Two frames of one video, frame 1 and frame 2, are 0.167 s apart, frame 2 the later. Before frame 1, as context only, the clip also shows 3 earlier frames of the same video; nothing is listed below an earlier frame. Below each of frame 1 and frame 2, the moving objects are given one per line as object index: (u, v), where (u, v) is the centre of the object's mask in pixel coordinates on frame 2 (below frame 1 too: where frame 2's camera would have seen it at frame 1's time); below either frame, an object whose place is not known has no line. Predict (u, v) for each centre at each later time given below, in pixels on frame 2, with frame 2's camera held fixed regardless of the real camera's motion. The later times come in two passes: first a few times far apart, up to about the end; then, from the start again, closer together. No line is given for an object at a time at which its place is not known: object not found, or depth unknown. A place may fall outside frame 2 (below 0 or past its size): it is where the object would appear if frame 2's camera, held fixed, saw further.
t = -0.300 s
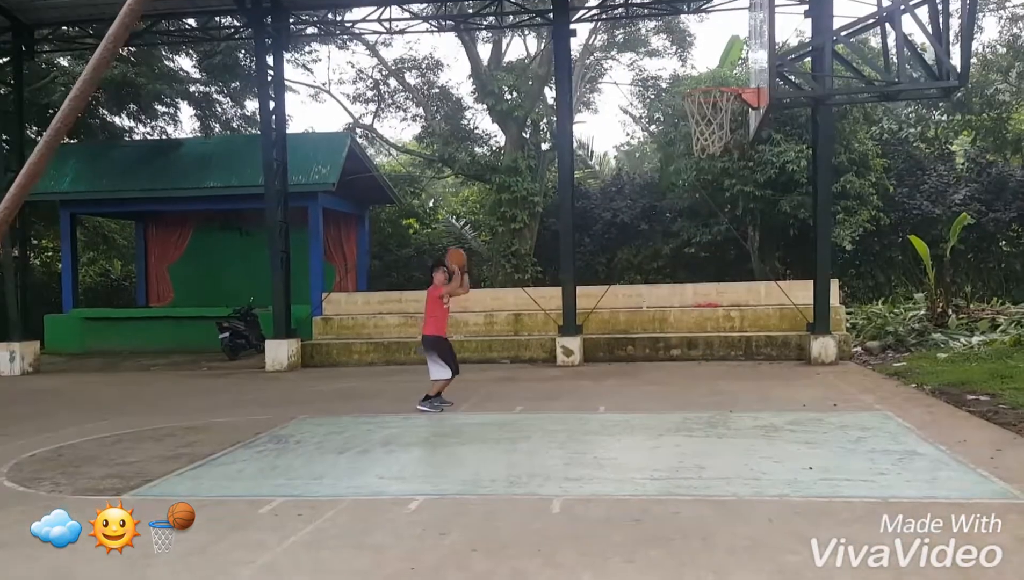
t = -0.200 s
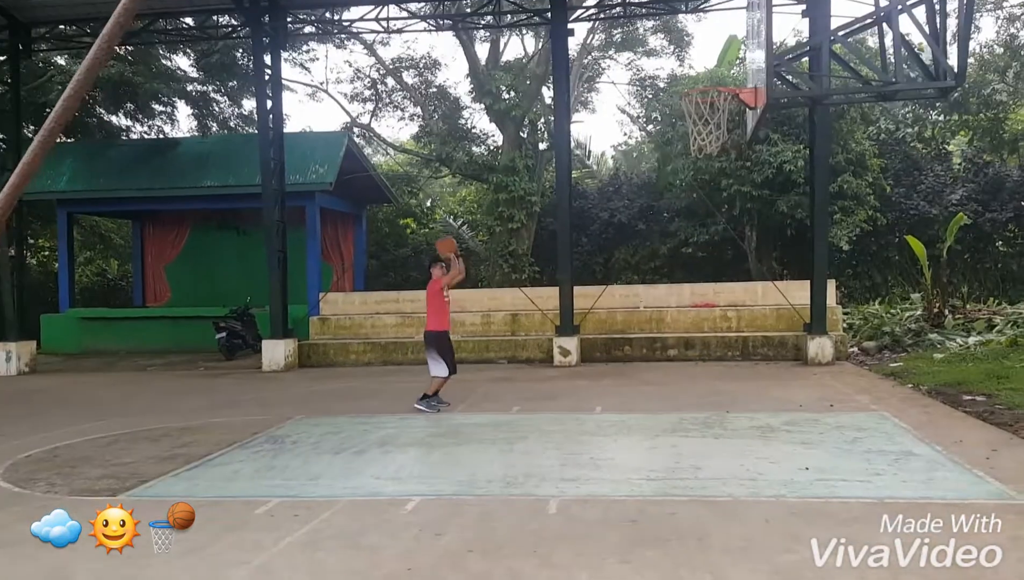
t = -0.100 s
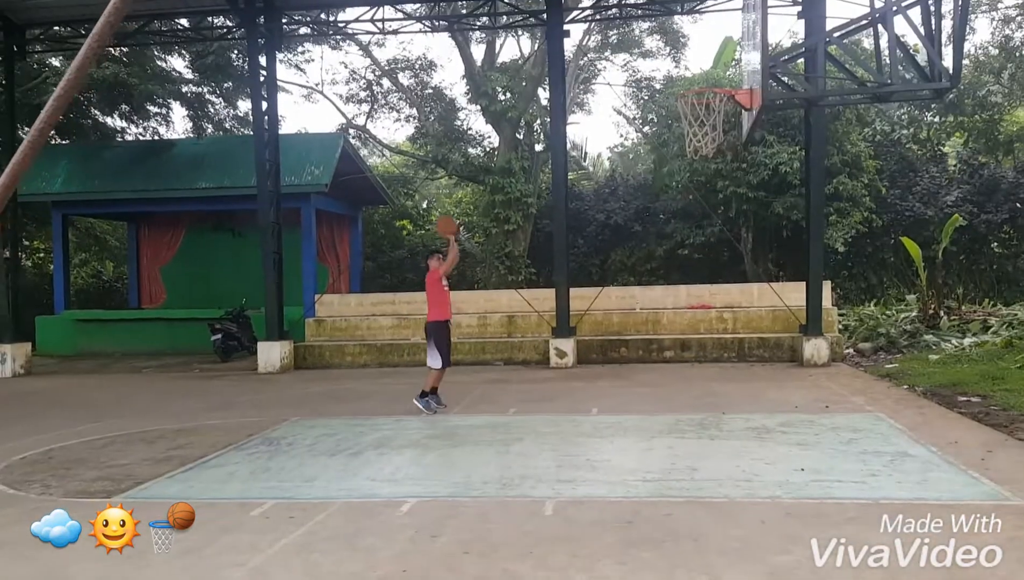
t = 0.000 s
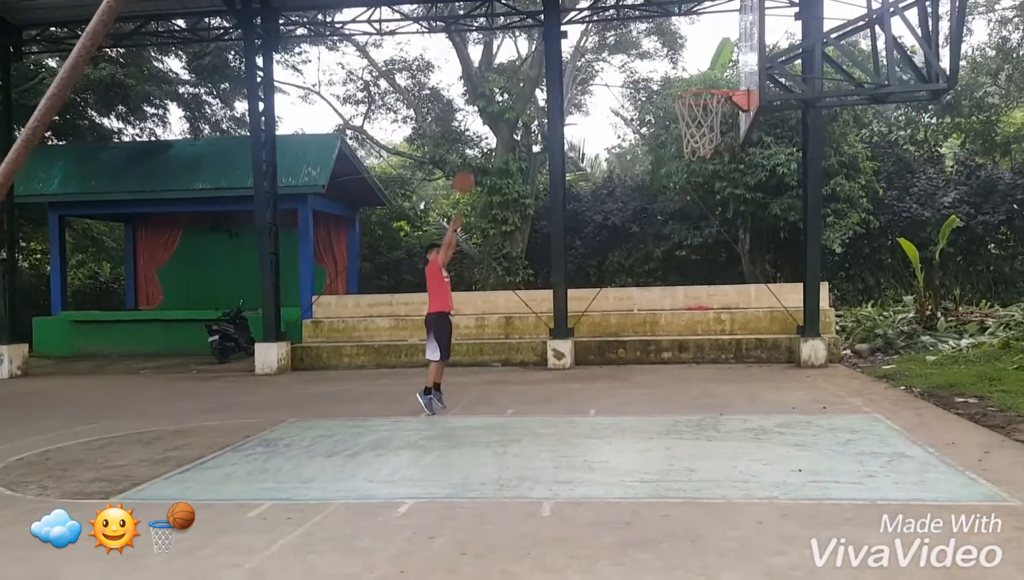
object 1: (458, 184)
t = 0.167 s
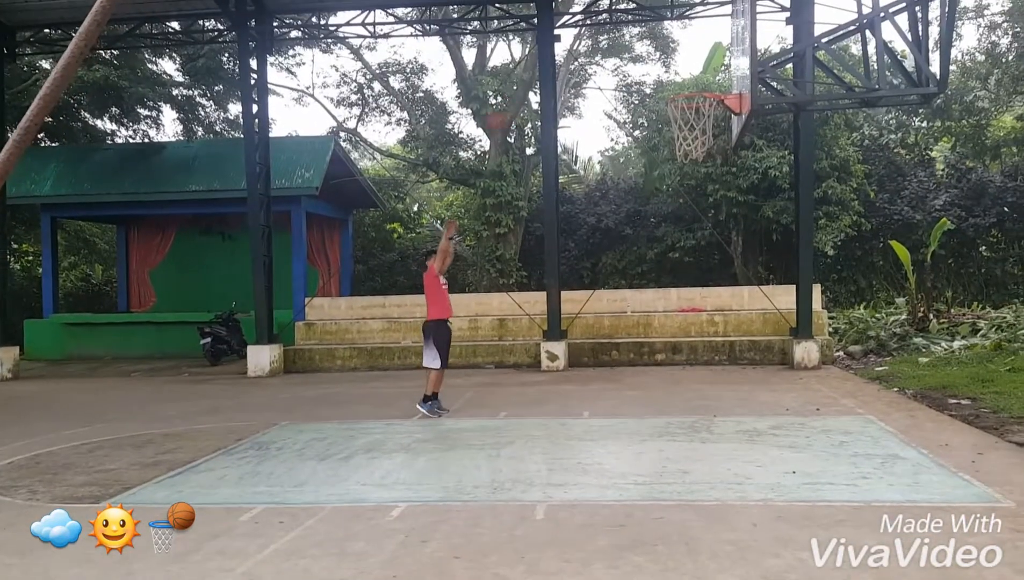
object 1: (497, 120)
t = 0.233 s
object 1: (515, 101)
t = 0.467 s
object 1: (582, 58)
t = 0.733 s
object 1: (671, 77)
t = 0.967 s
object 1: (685, 164)
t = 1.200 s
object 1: (662, 284)
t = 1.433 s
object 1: (643, 407)
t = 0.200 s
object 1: (505, 110)
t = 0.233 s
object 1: (515, 101)
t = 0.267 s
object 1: (524, 91)
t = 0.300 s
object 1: (534, 84)
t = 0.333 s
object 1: (544, 76)
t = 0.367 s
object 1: (552, 71)
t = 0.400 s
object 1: (563, 65)
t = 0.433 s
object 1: (572, 61)
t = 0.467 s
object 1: (582, 58)
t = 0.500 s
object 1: (591, 56)
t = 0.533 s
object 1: (602, 55)
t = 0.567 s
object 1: (613, 56)
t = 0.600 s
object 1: (624, 57)
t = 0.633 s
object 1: (636, 60)
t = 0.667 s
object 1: (648, 64)
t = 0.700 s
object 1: (660, 70)
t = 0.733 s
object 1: (671, 77)
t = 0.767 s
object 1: (684, 84)
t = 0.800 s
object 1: (697, 87)
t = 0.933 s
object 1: (689, 156)
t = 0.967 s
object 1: (685, 164)
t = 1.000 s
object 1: (681, 177)
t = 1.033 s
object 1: (678, 193)
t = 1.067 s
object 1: (674, 209)
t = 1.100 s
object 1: (671, 227)
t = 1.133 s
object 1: (668, 245)
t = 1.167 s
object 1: (665, 265)
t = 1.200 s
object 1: (662, 284)
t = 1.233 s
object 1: (659, 306)
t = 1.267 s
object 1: (656, 330)
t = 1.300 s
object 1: (654, 354)
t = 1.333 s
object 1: (652, 378)
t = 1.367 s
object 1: (650, 404)
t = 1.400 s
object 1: (648, 426)
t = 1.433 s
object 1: (643, 407)
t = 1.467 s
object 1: (637, 390)
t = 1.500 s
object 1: (632, 371)
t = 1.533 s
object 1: (627, 355)
